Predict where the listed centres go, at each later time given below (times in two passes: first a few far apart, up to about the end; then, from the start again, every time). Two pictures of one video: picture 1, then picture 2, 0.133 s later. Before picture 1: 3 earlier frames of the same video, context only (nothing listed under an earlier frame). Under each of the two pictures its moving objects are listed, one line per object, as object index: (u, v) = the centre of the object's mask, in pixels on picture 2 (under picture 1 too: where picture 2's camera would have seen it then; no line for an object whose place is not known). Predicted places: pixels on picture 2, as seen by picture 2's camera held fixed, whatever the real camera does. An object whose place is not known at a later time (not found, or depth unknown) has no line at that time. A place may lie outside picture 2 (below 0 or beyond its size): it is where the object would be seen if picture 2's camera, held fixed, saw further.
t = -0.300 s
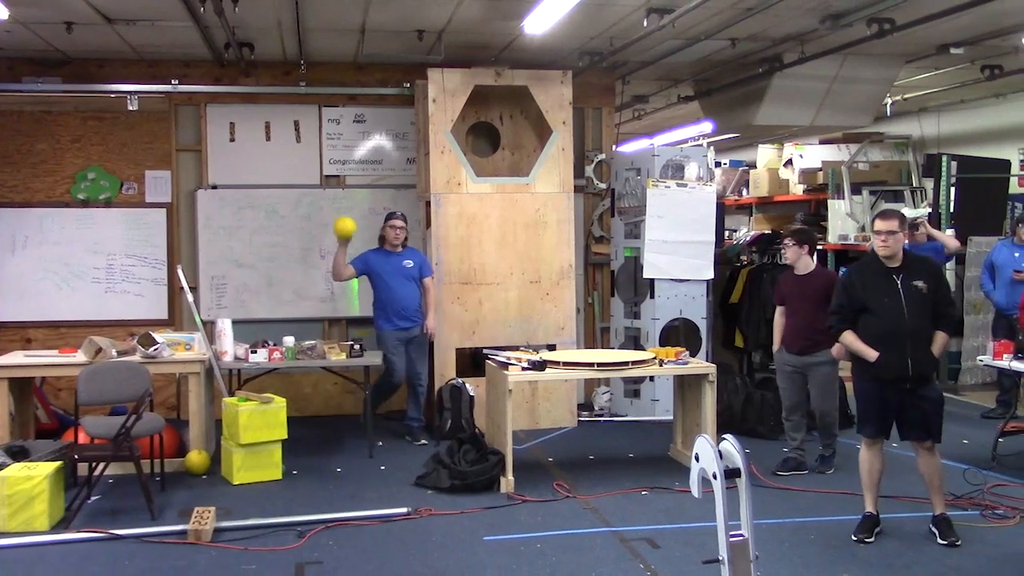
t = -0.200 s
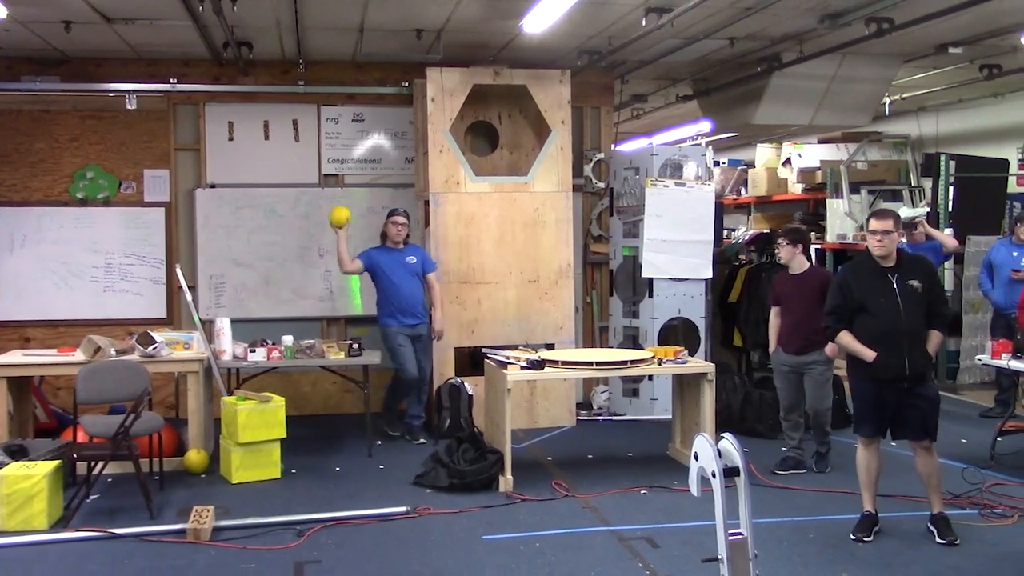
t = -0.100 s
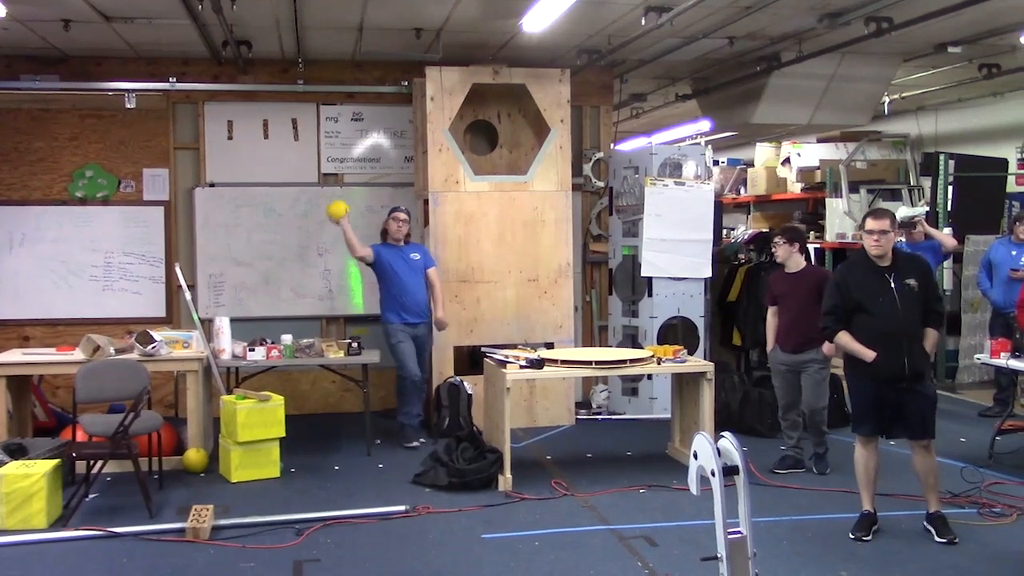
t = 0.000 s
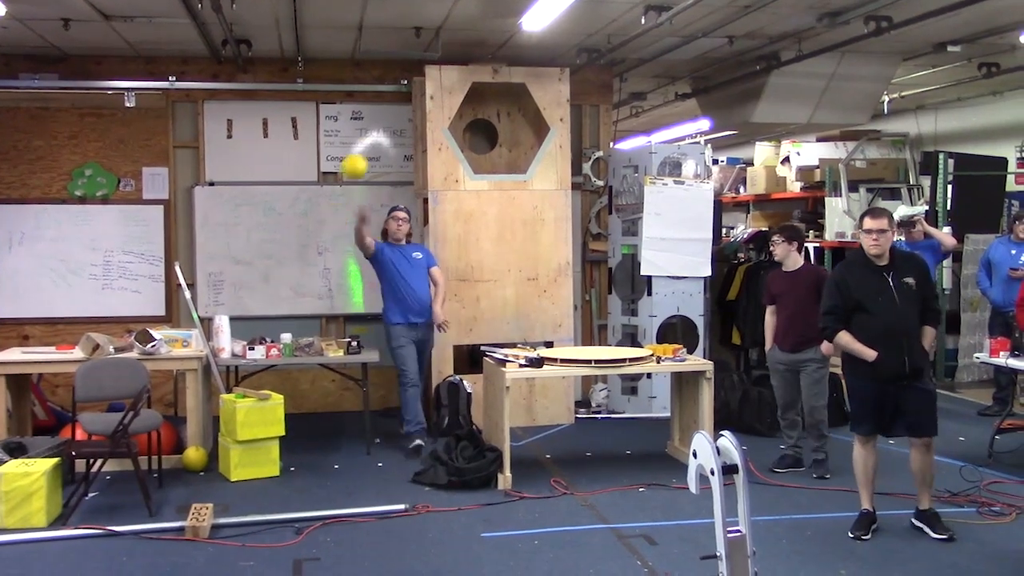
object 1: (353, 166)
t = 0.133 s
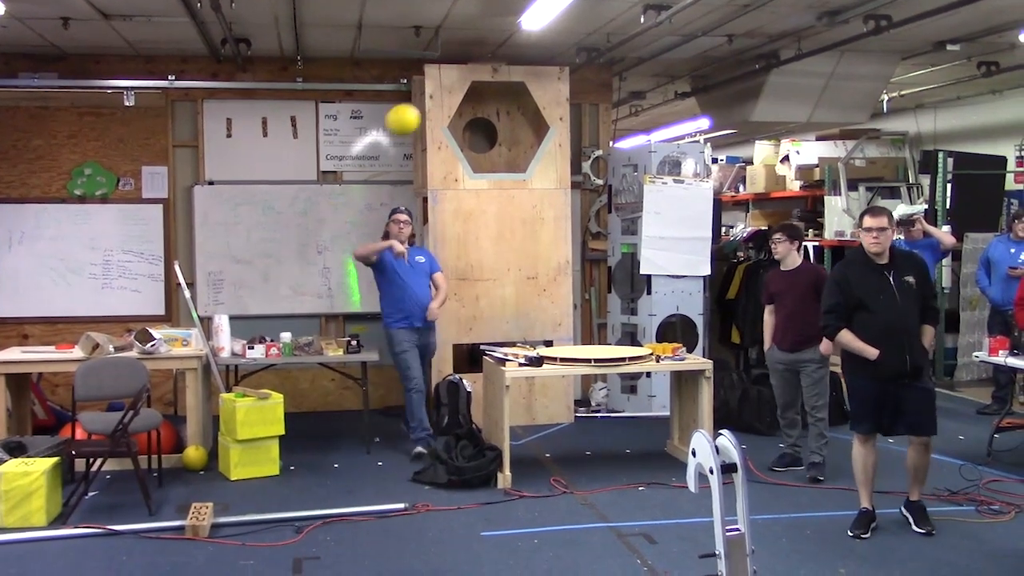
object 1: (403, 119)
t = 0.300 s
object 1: (497, 100)
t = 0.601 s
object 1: (893, 378)
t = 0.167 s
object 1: (418, 111)
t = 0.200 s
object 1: (435, 105)
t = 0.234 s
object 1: (455, 101)
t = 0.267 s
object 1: (475, 100)
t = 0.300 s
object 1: (497, 100)
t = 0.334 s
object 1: (521, 103)
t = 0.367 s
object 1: (547, 110)
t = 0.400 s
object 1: (579, 122)
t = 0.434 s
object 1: (608, 138)
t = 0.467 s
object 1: (649, 162)
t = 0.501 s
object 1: (696, 194)
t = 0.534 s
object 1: (751, 243)
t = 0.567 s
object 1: (812, 298)
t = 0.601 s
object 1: (893, 378)
